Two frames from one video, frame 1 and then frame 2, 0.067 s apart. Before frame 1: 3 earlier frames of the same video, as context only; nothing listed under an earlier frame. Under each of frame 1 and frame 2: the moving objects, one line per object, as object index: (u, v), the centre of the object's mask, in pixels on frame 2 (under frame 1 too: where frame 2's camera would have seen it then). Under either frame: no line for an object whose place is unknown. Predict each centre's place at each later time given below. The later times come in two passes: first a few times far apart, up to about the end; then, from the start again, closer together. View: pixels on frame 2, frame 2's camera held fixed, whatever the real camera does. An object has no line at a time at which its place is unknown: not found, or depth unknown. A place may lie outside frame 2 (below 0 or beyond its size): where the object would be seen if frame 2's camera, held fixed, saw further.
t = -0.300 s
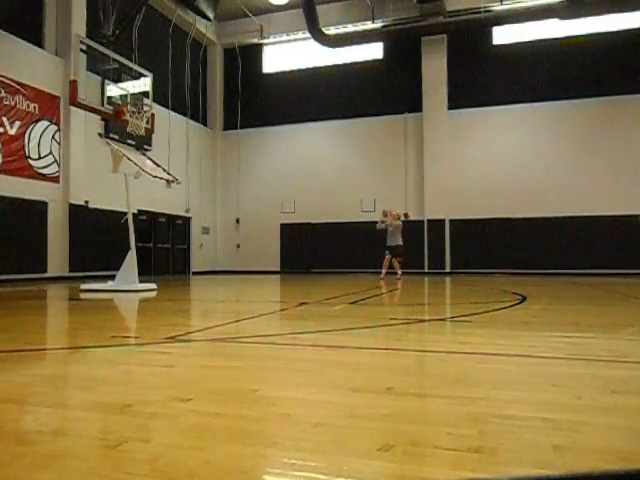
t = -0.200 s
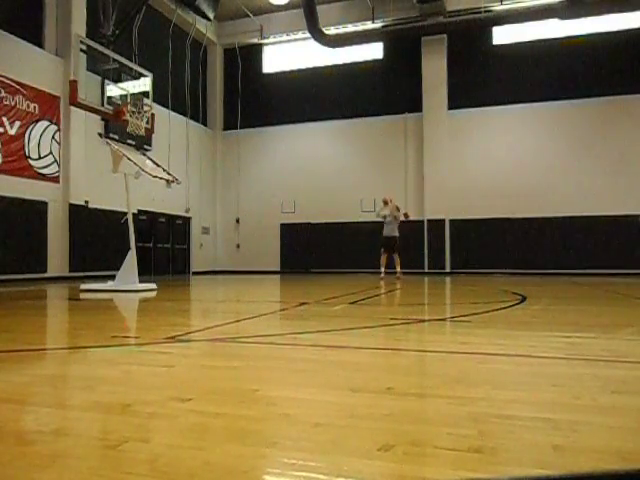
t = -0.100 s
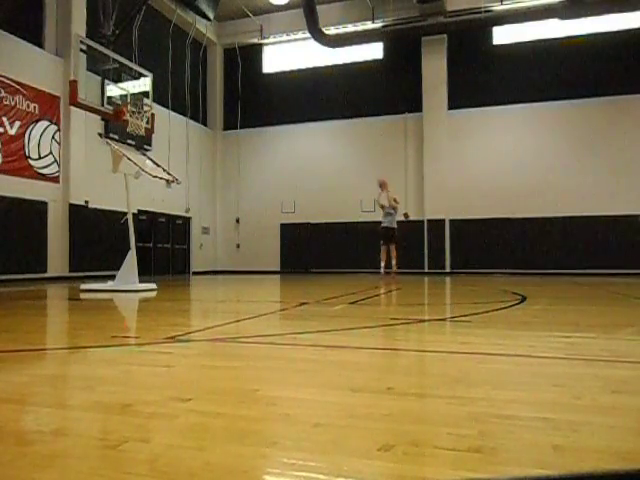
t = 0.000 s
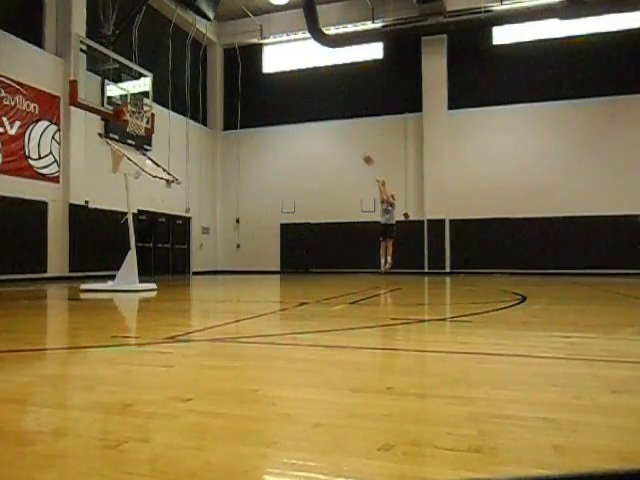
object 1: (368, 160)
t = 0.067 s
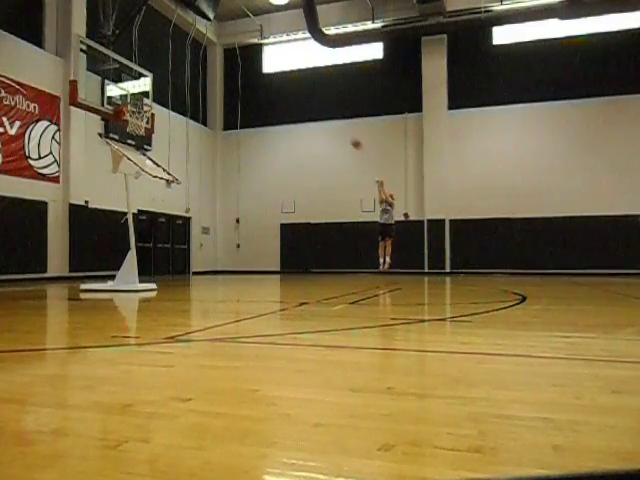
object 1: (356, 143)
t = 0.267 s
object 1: (318, 104)
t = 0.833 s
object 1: (189, 75)
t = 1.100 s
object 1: (146, 132)
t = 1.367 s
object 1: (173, 172)
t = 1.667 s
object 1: (239, 170)
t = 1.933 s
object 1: (295, 214)
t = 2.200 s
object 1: (353, 269)
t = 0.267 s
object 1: (318, 104)
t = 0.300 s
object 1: (312, 99)
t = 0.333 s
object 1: (306, 95)
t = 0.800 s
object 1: (198, 73)
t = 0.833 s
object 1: (189, 75)
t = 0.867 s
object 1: (181, 80)
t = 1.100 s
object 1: (146, 132)
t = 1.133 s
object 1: (139, 133)
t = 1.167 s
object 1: (141, 137)
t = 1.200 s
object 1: (146, 147)
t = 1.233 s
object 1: (150, 153)
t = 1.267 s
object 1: (154, 164)
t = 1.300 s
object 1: (158, 172)
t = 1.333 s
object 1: (166, 175)
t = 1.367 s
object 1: (173, 172)
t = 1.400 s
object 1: (180, 169)
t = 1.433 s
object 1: (187, 167)
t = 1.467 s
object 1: (194, 166)
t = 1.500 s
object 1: (202, 165)
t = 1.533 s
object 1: (209, 165)
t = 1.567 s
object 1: (216, 165)
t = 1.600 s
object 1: (224, 167)
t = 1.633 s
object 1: (231, 169)
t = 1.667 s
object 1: (239, 170)
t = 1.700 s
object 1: (245, 174)
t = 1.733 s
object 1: (252, 177)
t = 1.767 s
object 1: (259, 182)
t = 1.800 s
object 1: (266, 187)
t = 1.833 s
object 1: (274, 193)
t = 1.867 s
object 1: (280, 199)
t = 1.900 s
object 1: (288, 207)
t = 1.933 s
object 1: (295, 214)
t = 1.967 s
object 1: (302, 224)
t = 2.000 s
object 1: (310, 233)
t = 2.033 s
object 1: (317, 242)
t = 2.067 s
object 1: (324, 253)
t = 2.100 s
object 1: (330, 262)
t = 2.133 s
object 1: (337, 272)
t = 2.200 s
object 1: (353, 269)
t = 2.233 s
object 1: (359, 264)
